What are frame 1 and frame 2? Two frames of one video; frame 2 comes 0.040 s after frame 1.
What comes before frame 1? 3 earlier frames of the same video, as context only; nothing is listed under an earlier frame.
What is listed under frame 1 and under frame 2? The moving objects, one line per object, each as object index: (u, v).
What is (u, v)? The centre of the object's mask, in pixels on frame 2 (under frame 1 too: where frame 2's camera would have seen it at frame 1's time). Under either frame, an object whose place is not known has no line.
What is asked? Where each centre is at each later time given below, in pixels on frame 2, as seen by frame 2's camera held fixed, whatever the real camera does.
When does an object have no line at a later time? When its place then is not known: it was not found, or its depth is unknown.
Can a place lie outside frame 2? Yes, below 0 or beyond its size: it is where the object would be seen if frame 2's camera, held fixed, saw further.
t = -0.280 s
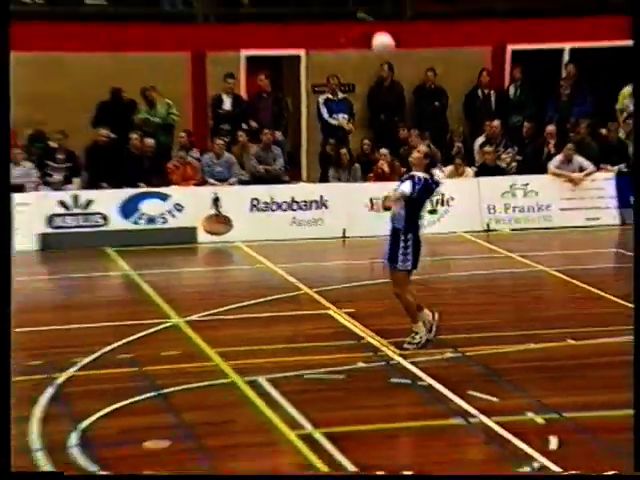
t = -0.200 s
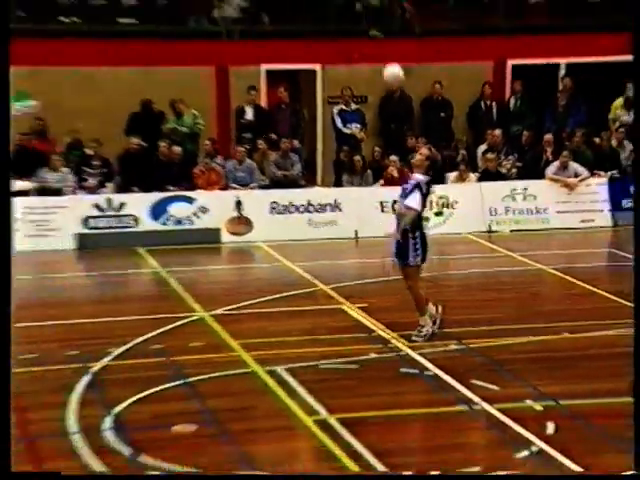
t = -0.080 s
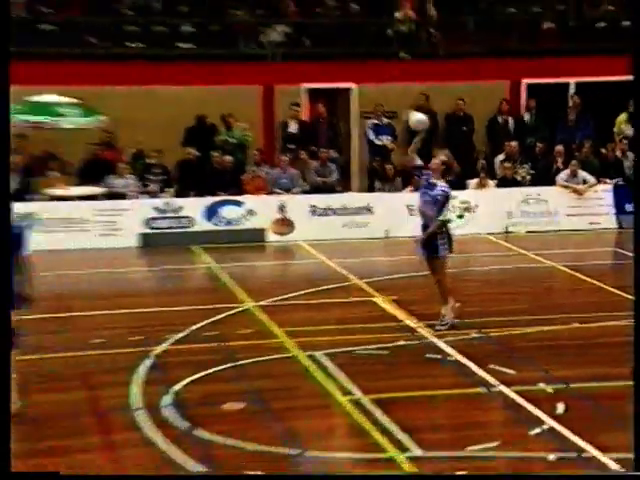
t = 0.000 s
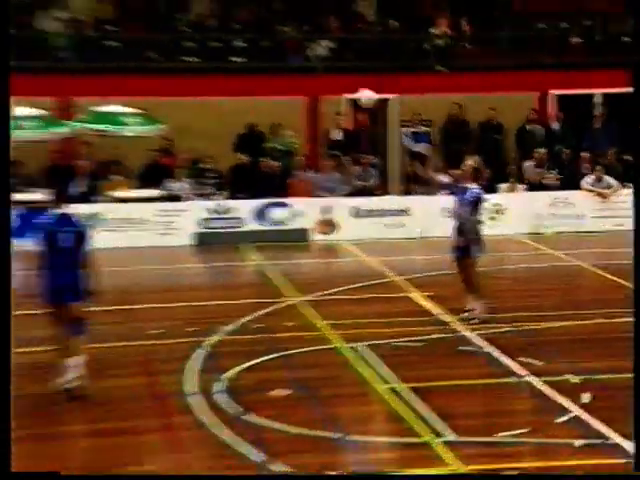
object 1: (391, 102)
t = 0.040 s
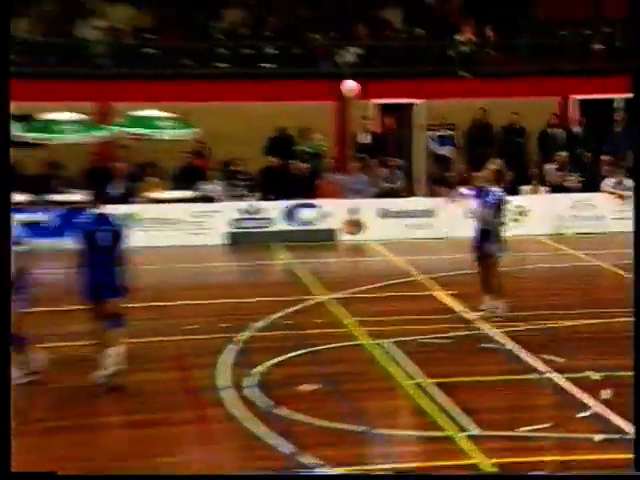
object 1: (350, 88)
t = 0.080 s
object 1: (308, 76)
